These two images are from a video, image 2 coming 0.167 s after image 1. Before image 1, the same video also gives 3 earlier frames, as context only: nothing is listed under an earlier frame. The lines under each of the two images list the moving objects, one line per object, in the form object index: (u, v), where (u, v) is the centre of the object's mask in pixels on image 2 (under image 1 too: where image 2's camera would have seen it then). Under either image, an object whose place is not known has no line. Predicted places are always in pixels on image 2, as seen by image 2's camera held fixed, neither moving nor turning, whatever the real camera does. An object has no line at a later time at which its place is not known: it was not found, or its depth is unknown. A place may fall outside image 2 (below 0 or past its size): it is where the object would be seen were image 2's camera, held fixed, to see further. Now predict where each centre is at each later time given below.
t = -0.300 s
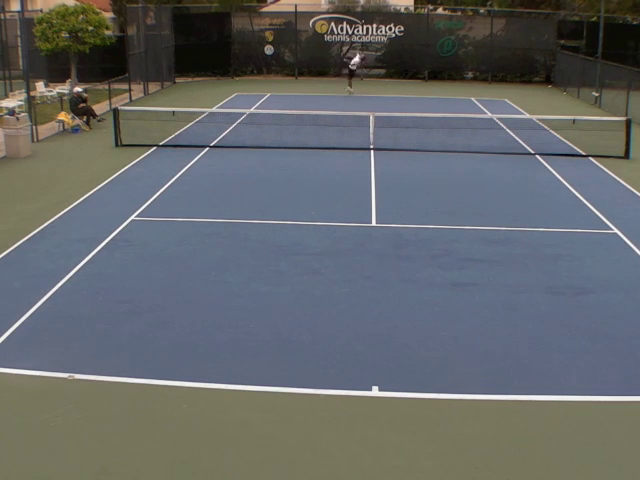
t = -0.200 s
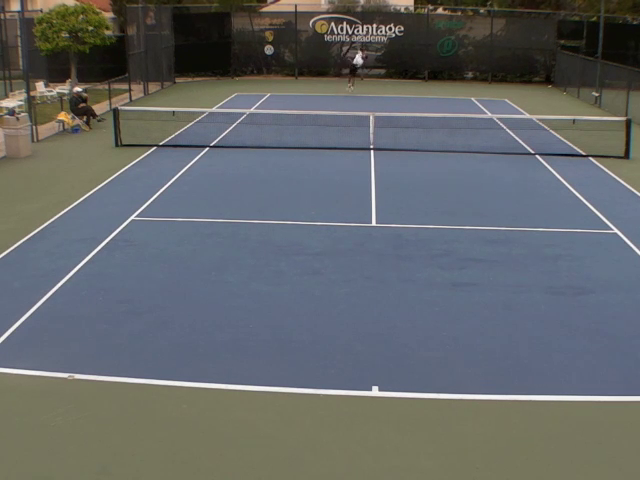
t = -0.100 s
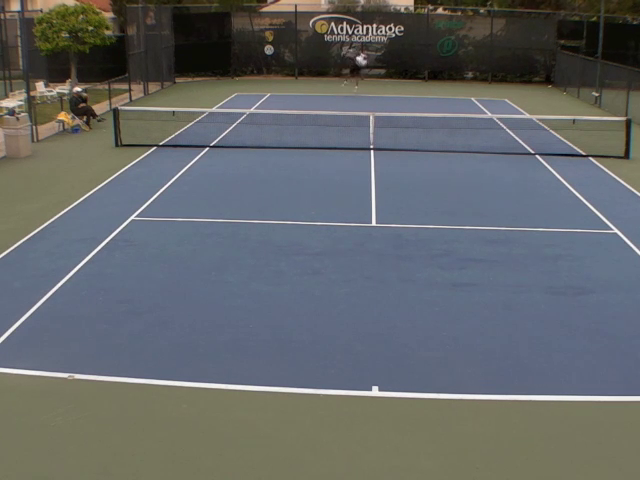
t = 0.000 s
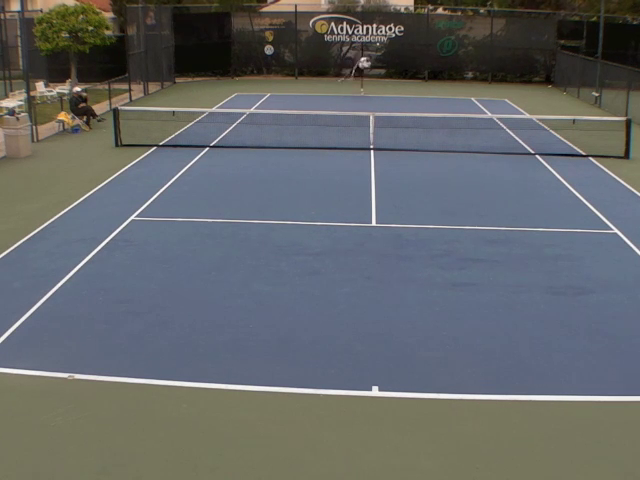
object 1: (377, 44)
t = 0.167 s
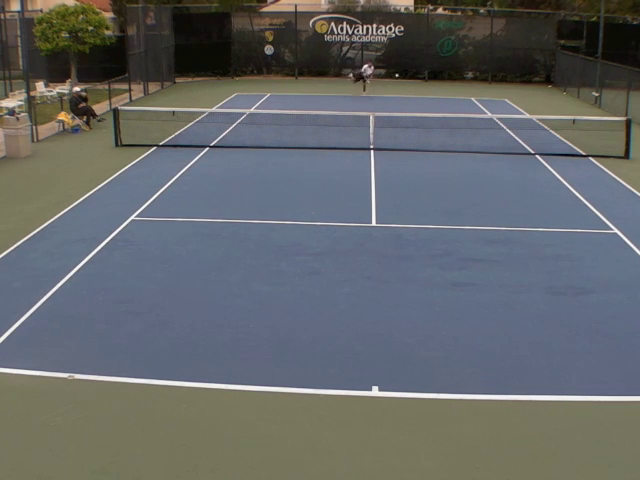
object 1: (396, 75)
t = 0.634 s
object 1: (501, 196)
